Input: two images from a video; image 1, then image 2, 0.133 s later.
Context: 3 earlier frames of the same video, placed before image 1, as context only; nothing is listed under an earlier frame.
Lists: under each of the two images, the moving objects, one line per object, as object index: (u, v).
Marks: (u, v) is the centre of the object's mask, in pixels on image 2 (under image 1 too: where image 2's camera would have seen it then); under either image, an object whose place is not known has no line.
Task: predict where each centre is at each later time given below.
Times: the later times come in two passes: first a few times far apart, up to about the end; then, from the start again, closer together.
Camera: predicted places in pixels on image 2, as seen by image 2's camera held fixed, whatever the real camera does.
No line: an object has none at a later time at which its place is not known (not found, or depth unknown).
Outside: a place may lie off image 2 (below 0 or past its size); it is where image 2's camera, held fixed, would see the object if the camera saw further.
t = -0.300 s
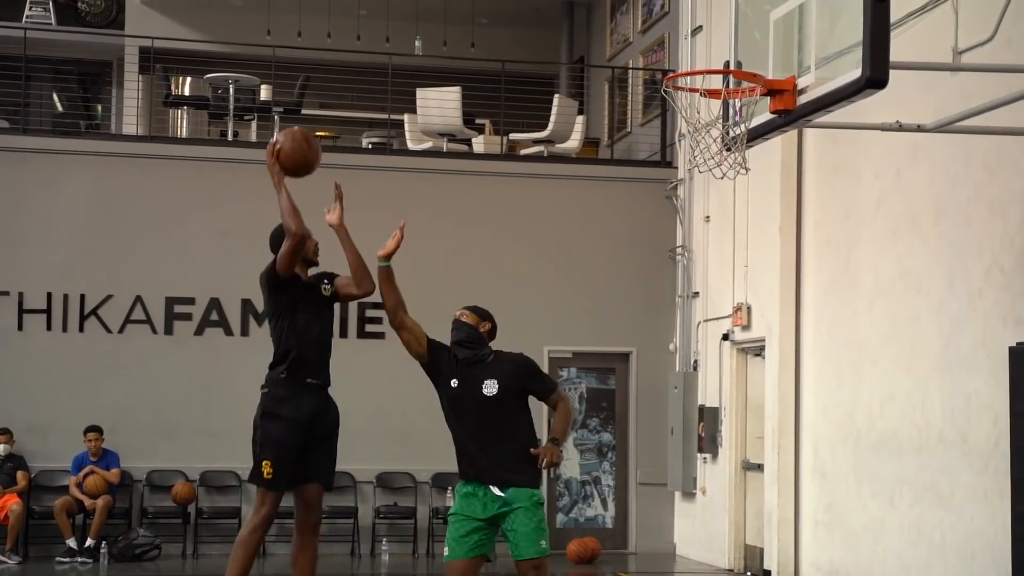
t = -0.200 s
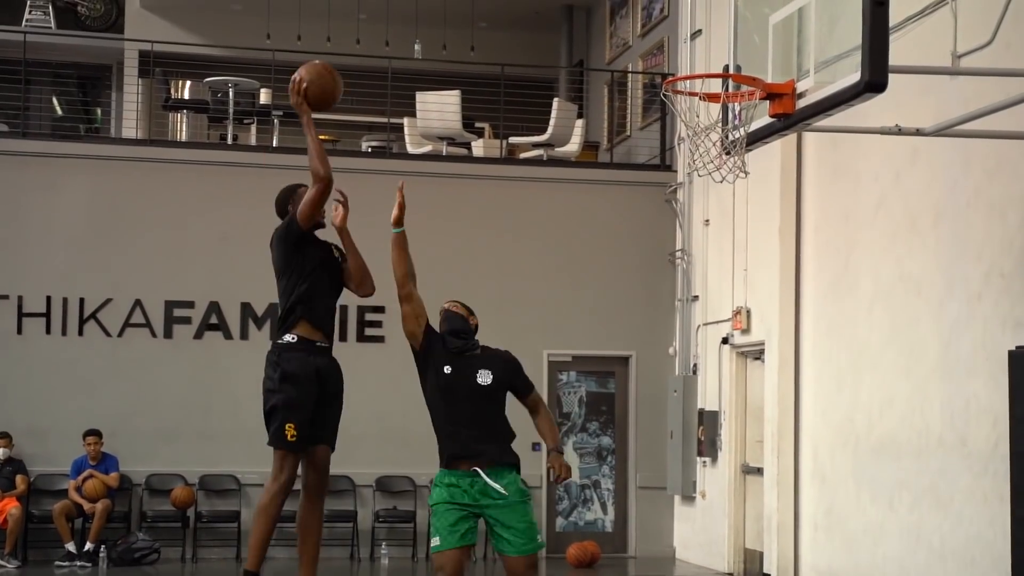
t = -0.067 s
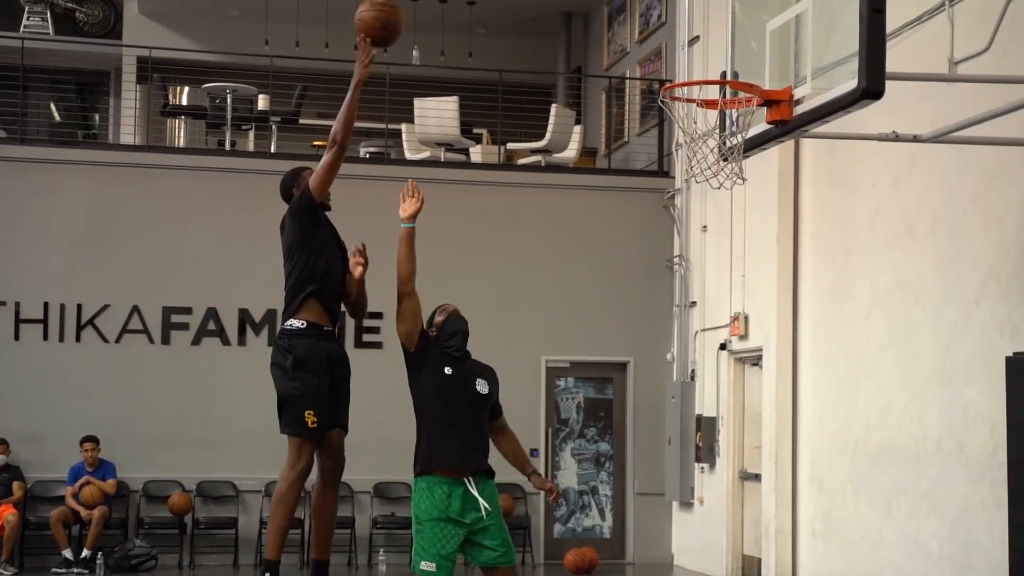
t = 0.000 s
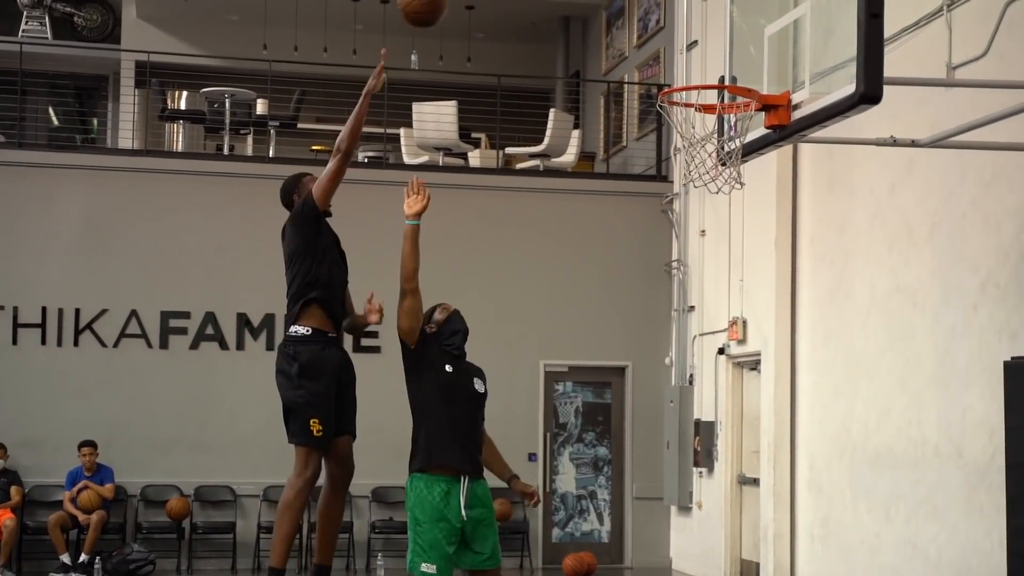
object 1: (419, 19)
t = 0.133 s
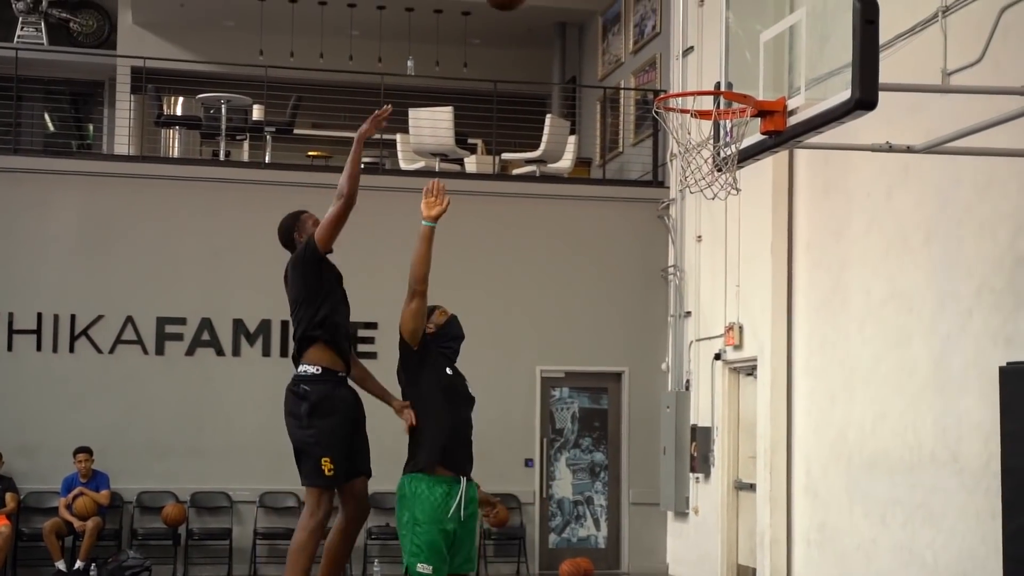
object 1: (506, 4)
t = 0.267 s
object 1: (592, 7)
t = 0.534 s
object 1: (710, 79)
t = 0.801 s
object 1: (656, 16)
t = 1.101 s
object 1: (590, 90)
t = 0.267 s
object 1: (592, 7)
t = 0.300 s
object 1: (612, 11)
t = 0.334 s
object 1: (633, 17)
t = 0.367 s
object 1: (655, 30)
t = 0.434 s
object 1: (696, 63)
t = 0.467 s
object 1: (717, 76)
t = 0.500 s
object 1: (721, 86)
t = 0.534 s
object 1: (710, 79)
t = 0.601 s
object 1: (693, 62)
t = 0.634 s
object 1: (687, 48)
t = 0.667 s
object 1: (681, 36)
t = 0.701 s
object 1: (675, 27)
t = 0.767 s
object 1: (662, 17)
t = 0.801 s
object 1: (656, 16)
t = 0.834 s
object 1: (649, 16)
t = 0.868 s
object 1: (642, 17)
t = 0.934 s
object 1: (628, 23)
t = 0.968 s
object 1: (621, 32)
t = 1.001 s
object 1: (614, 43)
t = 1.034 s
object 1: (607, 56)
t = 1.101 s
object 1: (590, 90)
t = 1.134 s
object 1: (583, 111)
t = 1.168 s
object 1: (576, 135)
